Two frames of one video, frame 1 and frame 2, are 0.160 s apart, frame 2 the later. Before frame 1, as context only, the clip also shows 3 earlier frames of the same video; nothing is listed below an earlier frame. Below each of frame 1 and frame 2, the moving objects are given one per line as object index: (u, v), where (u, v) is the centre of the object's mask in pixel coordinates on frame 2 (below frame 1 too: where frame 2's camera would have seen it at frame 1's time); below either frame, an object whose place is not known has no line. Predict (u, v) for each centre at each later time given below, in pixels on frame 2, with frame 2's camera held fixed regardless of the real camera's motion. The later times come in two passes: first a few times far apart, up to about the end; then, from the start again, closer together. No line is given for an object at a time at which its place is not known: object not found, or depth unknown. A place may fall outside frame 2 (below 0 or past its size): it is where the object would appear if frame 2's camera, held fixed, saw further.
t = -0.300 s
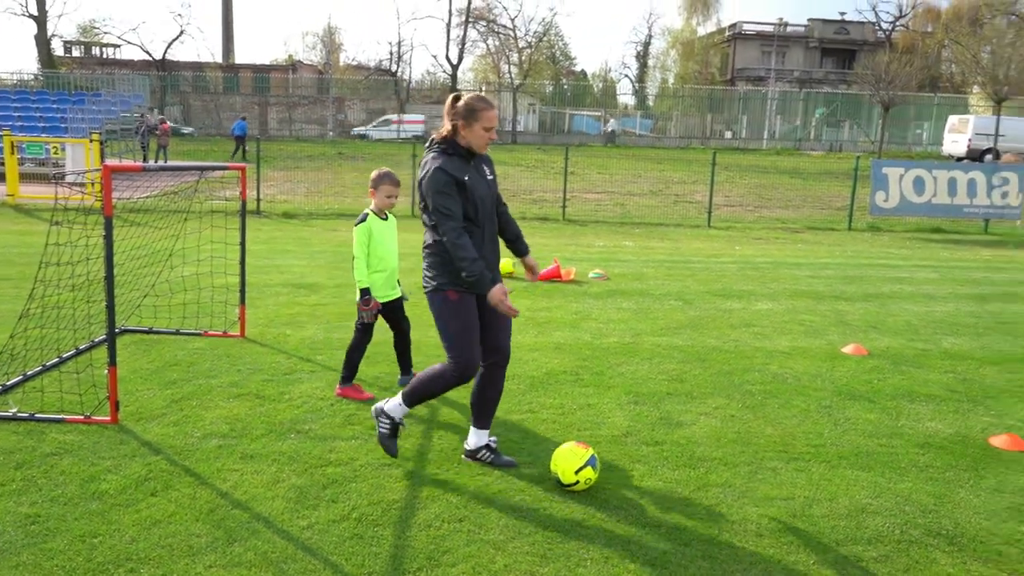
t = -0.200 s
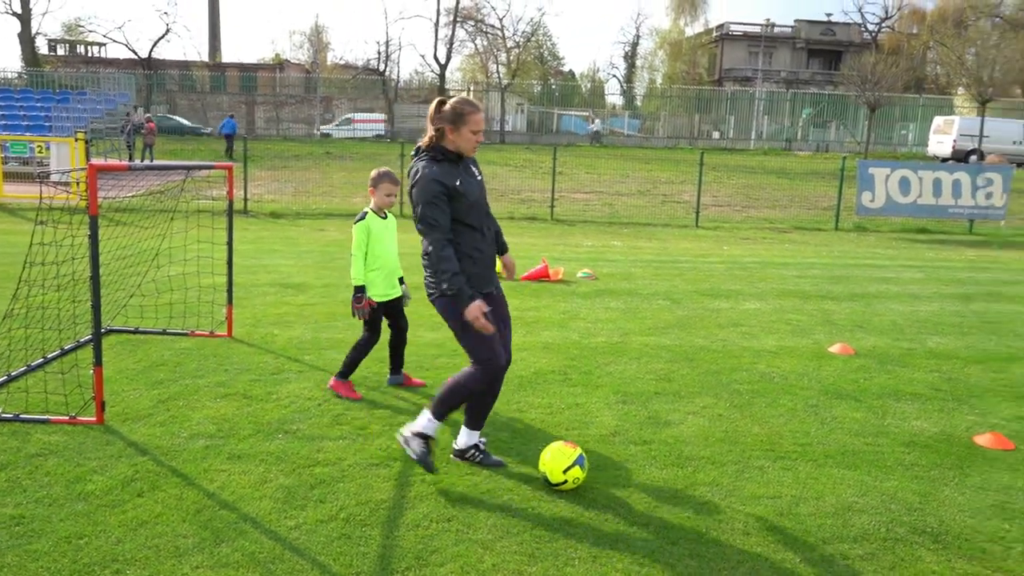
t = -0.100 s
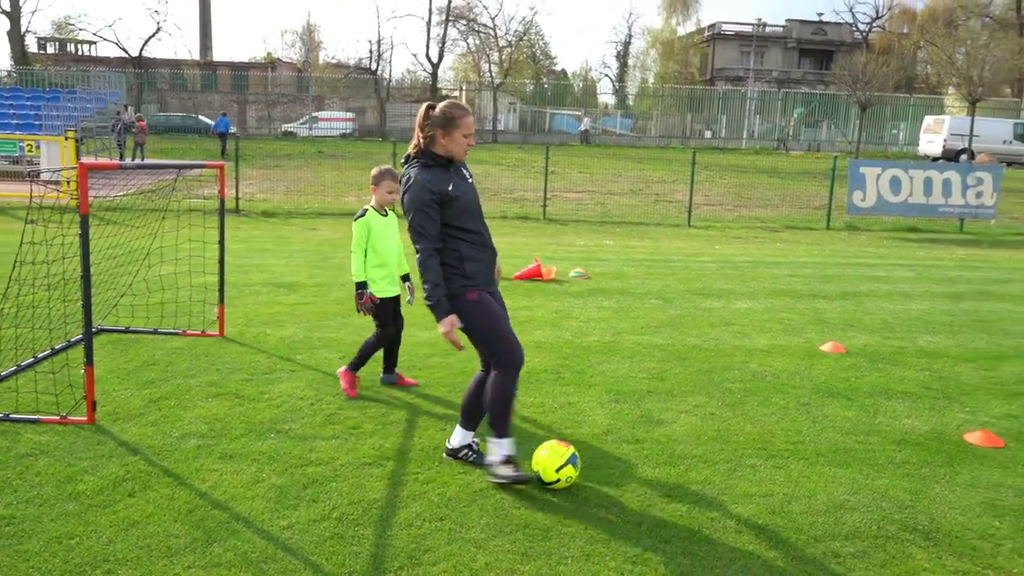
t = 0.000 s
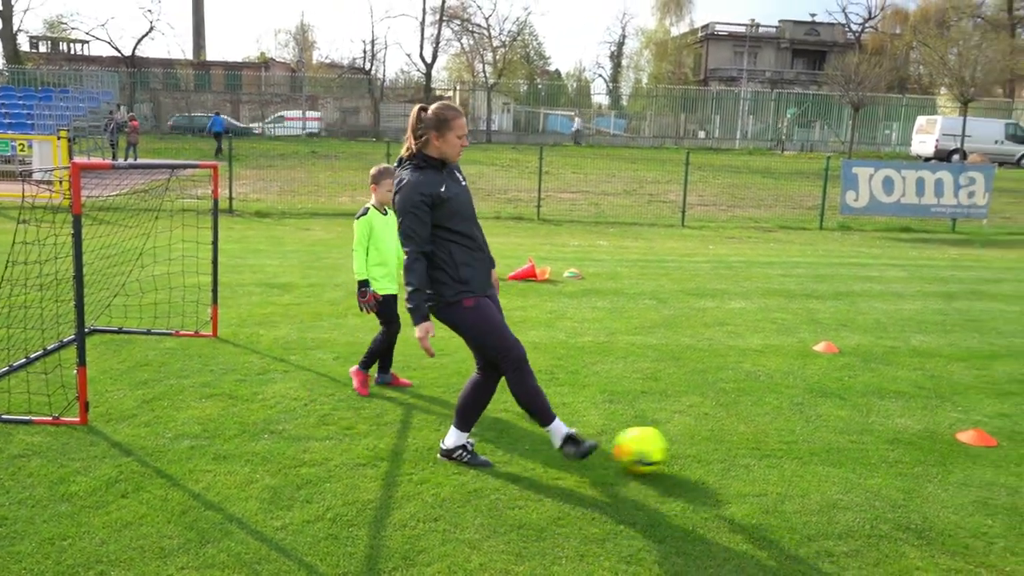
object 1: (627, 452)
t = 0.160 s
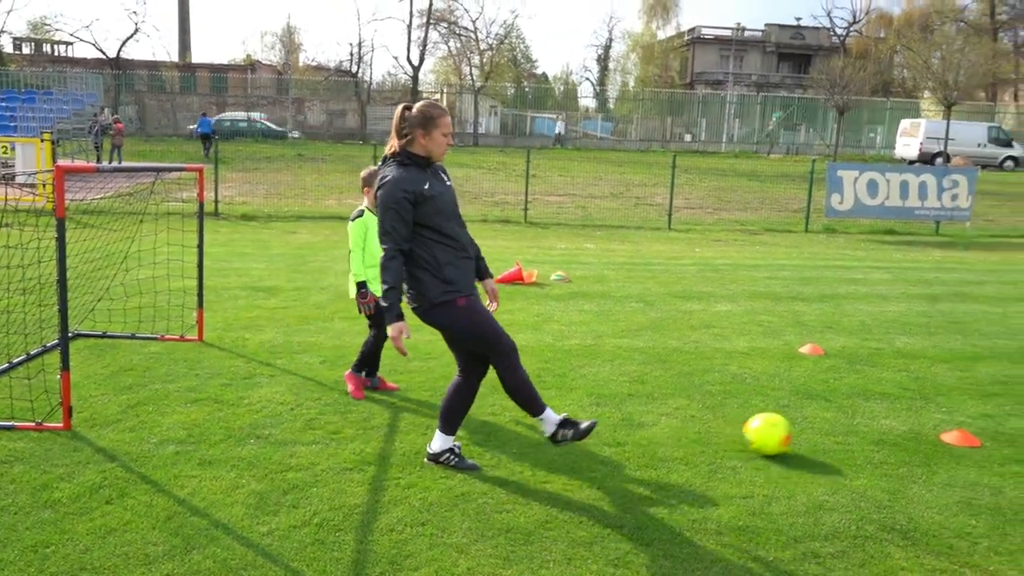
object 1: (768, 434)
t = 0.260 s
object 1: (830, 424)
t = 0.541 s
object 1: (954, 405)
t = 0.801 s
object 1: (1043, 390)
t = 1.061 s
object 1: (1115, 383)
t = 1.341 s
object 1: (1177, 373)
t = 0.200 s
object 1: (795, 431)
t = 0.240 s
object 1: (819, 426)
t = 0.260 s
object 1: (830, 424)
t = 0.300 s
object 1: (852, 422)
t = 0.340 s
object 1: (871, 420)
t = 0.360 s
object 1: (881, 419)
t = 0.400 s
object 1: (898, 415)
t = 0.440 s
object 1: (915, 413)
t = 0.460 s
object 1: (923, 411)
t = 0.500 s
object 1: (939, 408)
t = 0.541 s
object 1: (954, 405)
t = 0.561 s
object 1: (962, 404)
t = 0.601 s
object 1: (977, 403)
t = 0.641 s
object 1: (991, 401)
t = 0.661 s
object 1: (998, 399)
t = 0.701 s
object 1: (1011, 397)
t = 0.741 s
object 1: (1024, 394)
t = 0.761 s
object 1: (1030, 394)
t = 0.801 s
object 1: (1043, 390)
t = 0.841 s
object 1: (1055, 389)
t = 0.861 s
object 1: (1061, 389)
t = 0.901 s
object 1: (1072, 388)
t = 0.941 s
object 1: (1083, 384)
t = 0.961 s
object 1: (1089, 383)
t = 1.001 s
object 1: (1100, 383)
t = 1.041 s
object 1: (1110, 383)
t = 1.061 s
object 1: (1115, 383)
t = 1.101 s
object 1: (1125, 380)
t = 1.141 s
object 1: (1134, 379)
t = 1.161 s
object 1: (1139, 379)
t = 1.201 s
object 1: (1148, 377)
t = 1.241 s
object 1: (1156, 376)
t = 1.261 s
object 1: (1161, 375)
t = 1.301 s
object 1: (1169, 374)
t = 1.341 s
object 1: (1177, 373)
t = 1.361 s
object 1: (1180, 372)
